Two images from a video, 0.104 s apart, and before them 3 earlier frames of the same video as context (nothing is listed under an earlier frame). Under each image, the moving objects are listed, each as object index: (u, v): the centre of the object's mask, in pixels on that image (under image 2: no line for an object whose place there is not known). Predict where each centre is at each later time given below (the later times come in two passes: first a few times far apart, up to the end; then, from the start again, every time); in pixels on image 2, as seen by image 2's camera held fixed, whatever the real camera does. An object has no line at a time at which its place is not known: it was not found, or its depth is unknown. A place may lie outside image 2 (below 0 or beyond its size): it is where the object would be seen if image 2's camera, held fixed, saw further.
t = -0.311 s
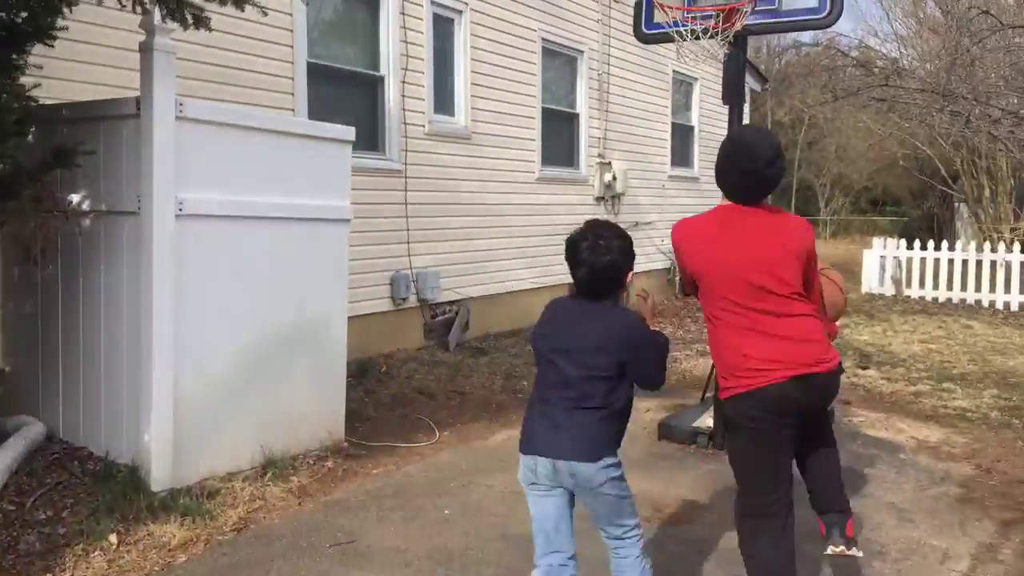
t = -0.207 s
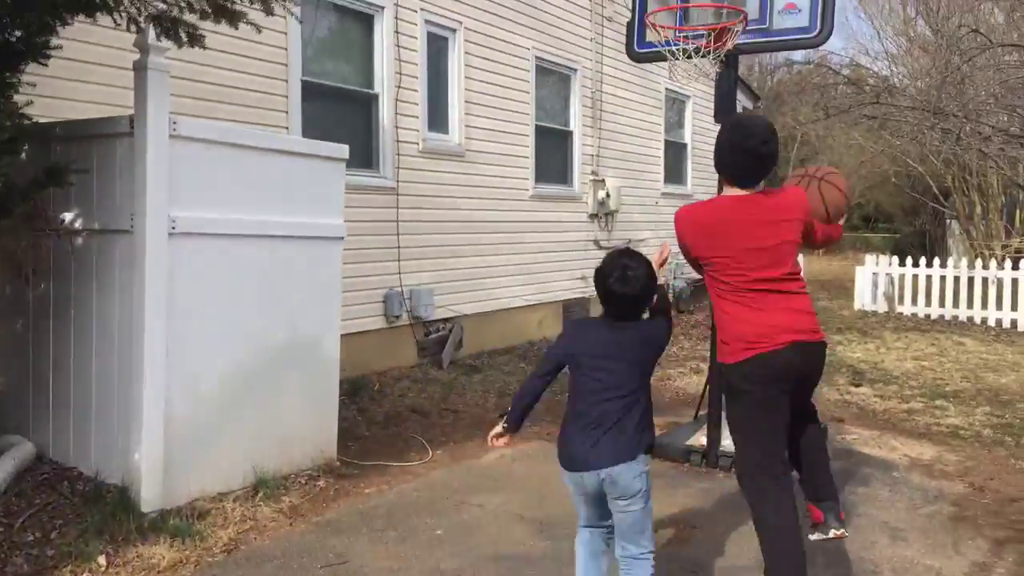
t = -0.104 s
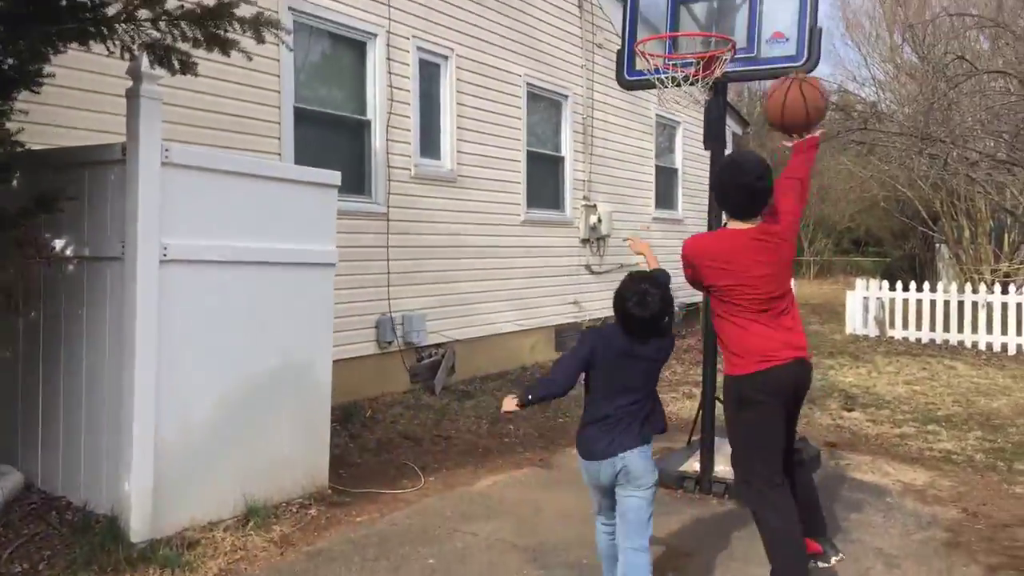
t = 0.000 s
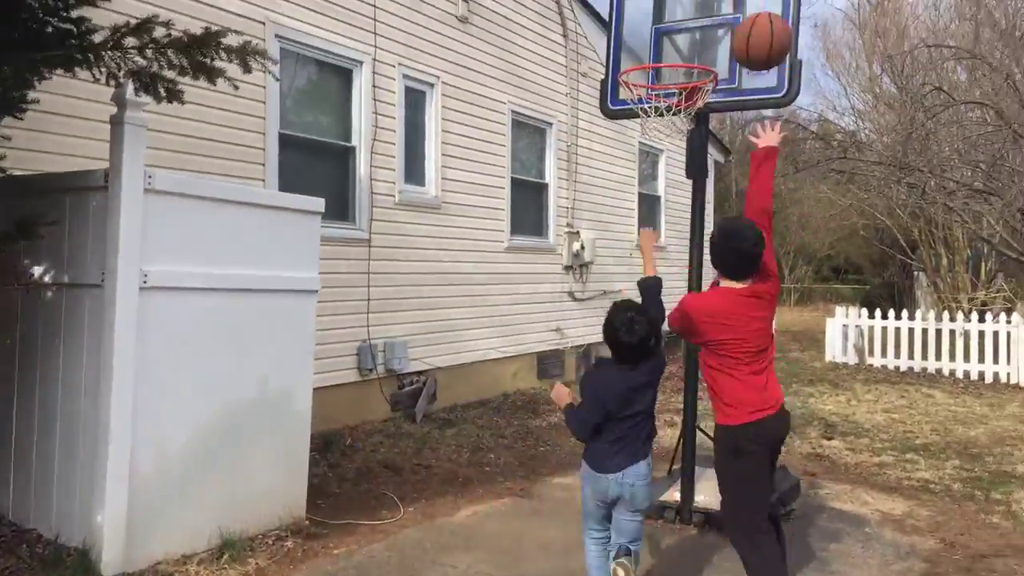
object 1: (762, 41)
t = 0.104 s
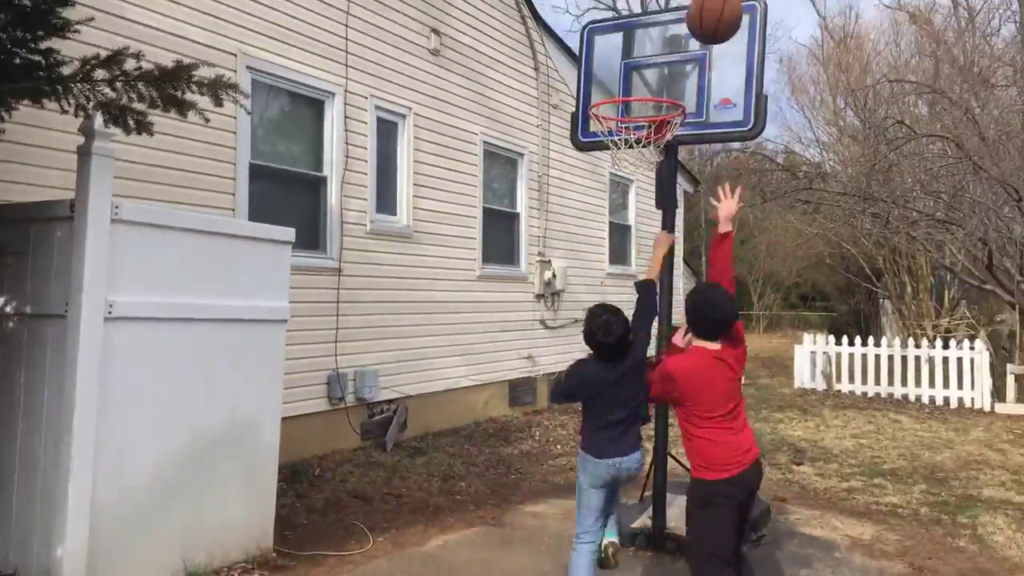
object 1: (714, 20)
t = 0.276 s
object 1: (688, -8)
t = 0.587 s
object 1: (659, 45)
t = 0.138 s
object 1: (707, 12)
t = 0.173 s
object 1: (700, 6)
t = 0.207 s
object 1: (696, 1)
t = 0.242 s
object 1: (692, -4)
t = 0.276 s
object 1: (688, -8)
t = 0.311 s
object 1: (683, -10)
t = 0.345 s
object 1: (679, -11)
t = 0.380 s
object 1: (675, -10)
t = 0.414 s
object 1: (673, -9)
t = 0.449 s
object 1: (670, -5)
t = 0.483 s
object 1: (667, 5)
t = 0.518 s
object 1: (664, 17)
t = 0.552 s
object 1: (662, 32)
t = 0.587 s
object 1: (659, 45)
